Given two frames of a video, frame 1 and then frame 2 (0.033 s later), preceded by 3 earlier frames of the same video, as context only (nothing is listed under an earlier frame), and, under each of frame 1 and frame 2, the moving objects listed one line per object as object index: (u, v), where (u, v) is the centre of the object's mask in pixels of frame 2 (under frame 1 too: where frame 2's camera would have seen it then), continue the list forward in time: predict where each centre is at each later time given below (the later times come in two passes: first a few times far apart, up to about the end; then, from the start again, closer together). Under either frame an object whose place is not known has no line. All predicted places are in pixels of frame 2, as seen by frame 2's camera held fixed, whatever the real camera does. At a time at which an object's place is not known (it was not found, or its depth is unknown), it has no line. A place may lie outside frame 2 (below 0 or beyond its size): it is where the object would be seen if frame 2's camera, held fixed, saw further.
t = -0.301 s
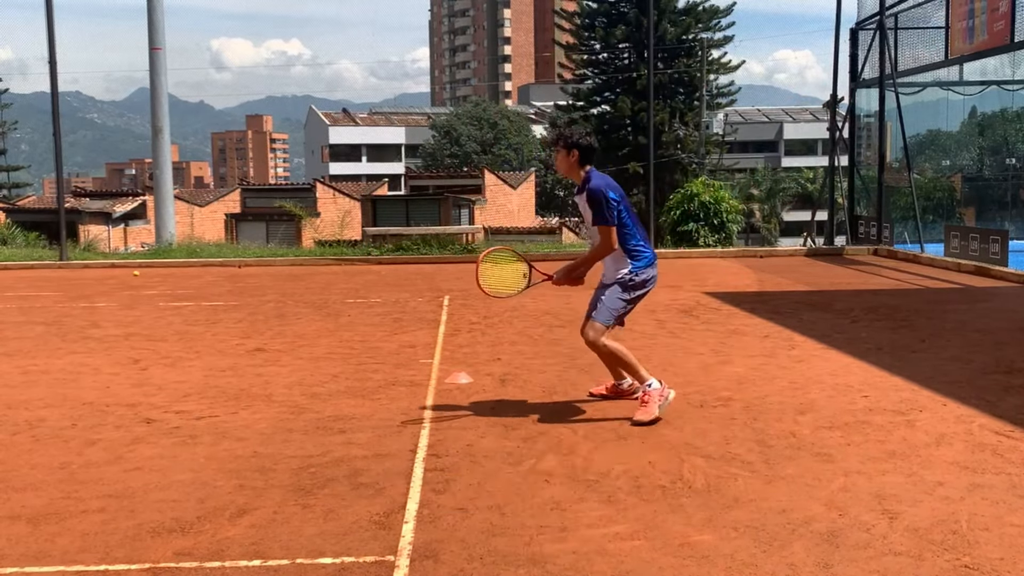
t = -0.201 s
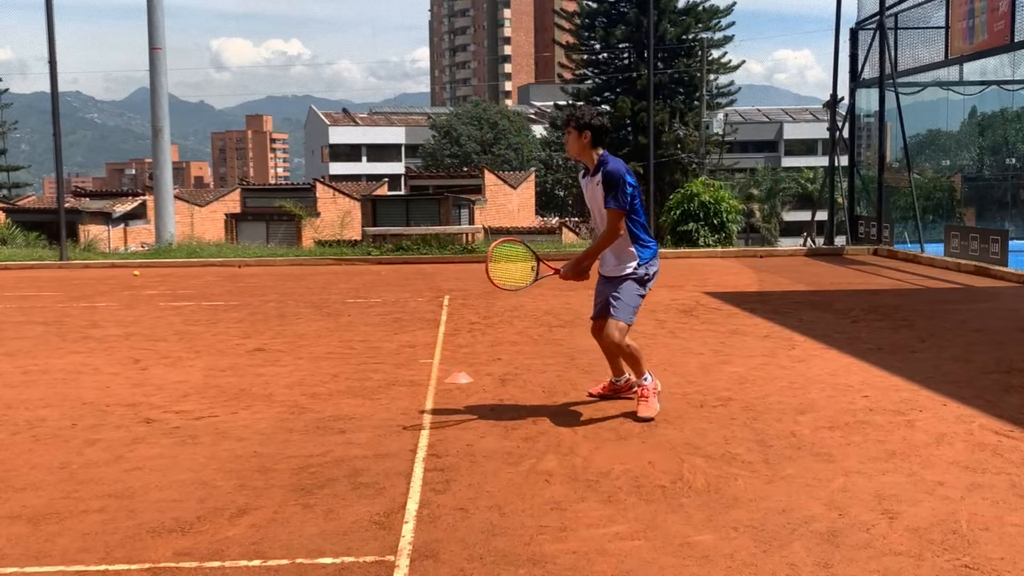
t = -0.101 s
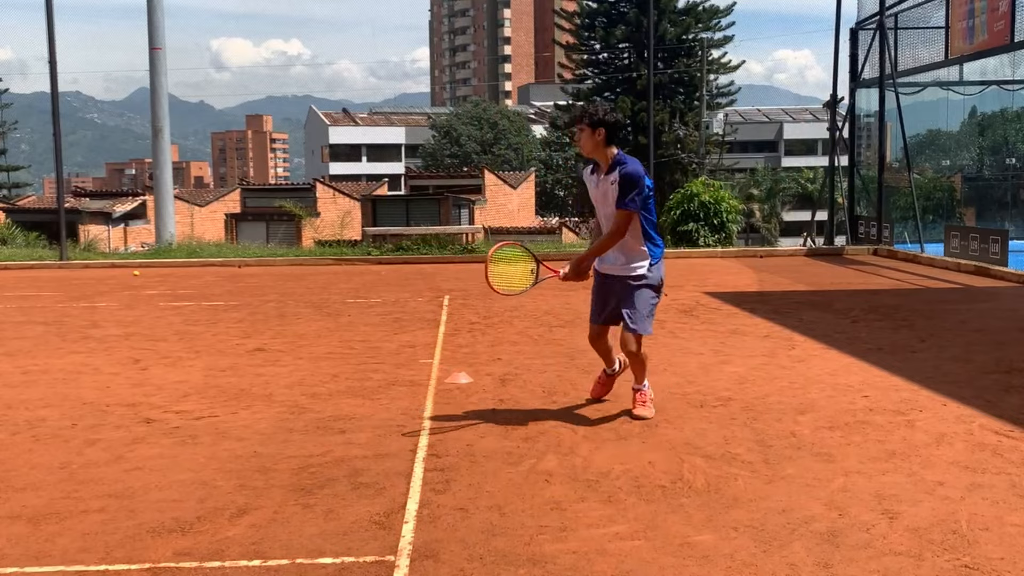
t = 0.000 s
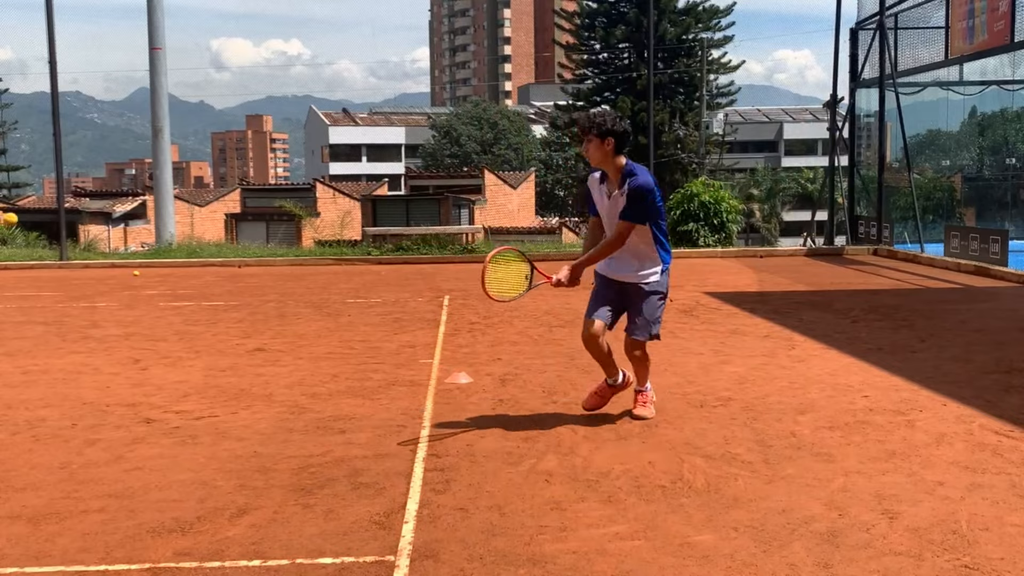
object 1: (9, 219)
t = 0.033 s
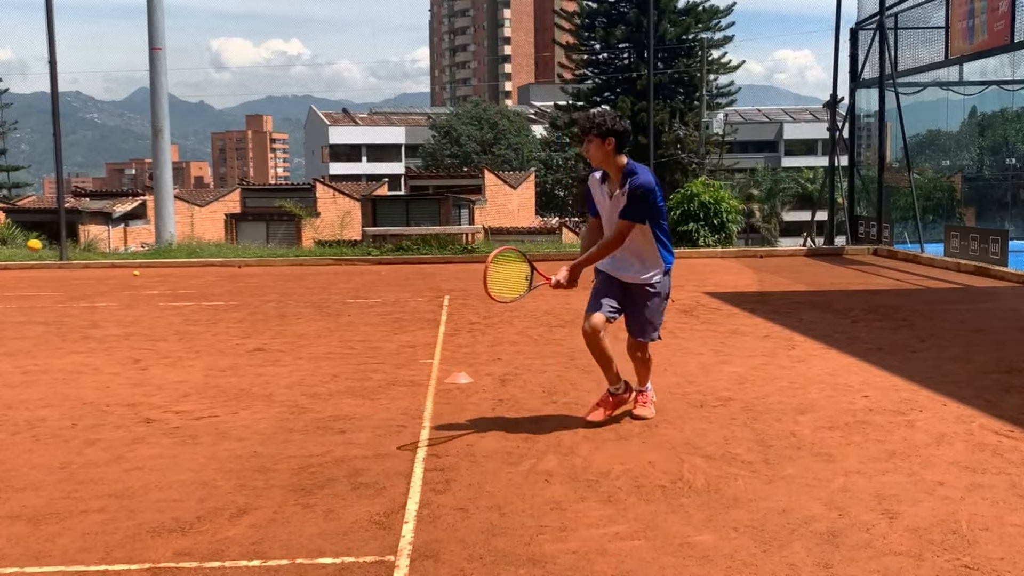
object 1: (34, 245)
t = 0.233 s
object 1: (204, 468)
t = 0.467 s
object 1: (311, 280)
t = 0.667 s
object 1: (430, 202)
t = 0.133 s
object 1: (114, 346)
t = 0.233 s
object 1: (204, 468)
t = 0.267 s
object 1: (218, 436)
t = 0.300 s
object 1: (232, 405)
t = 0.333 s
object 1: (246, 377)
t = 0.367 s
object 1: (262, 350)
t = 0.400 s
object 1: (278, 325)
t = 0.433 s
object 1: (294, 302)
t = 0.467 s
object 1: (311, 280)
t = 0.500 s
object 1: (329, 261)
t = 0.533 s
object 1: (347, 245)
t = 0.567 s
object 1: (367, 230)
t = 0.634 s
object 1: (408, 209)
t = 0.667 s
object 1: (430, 202)
